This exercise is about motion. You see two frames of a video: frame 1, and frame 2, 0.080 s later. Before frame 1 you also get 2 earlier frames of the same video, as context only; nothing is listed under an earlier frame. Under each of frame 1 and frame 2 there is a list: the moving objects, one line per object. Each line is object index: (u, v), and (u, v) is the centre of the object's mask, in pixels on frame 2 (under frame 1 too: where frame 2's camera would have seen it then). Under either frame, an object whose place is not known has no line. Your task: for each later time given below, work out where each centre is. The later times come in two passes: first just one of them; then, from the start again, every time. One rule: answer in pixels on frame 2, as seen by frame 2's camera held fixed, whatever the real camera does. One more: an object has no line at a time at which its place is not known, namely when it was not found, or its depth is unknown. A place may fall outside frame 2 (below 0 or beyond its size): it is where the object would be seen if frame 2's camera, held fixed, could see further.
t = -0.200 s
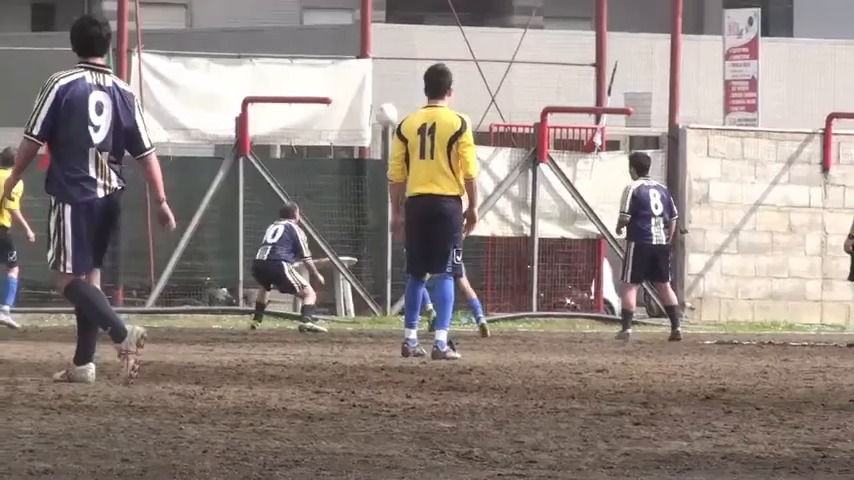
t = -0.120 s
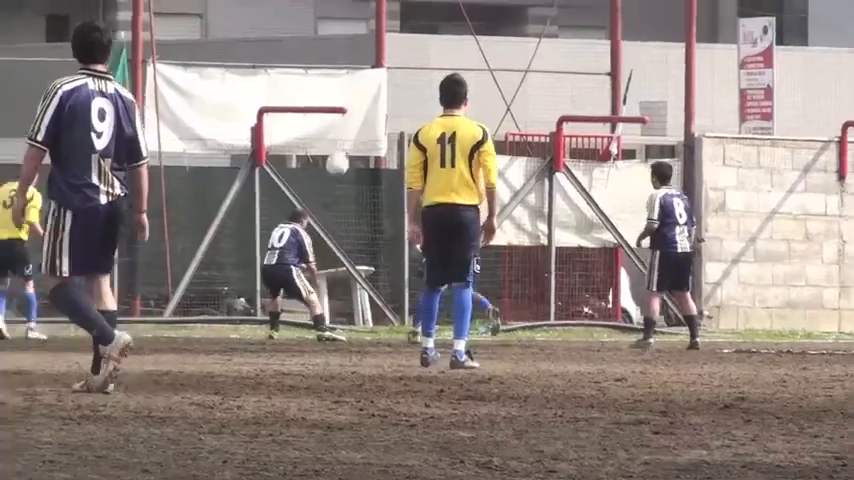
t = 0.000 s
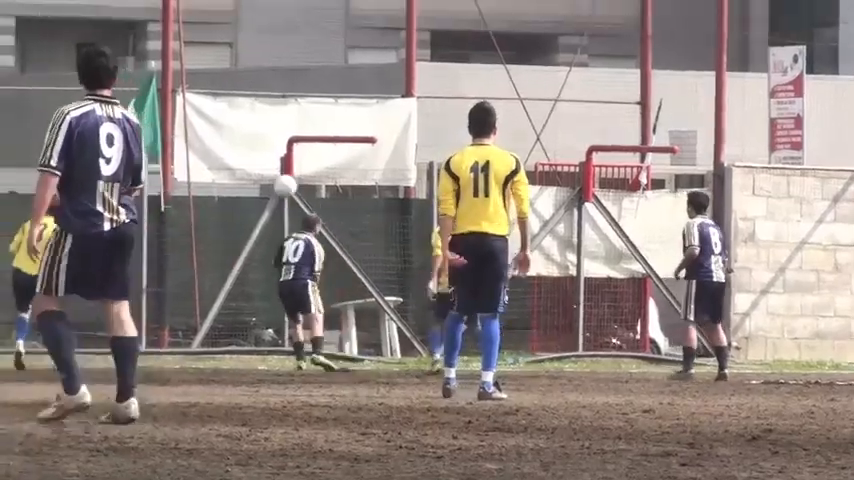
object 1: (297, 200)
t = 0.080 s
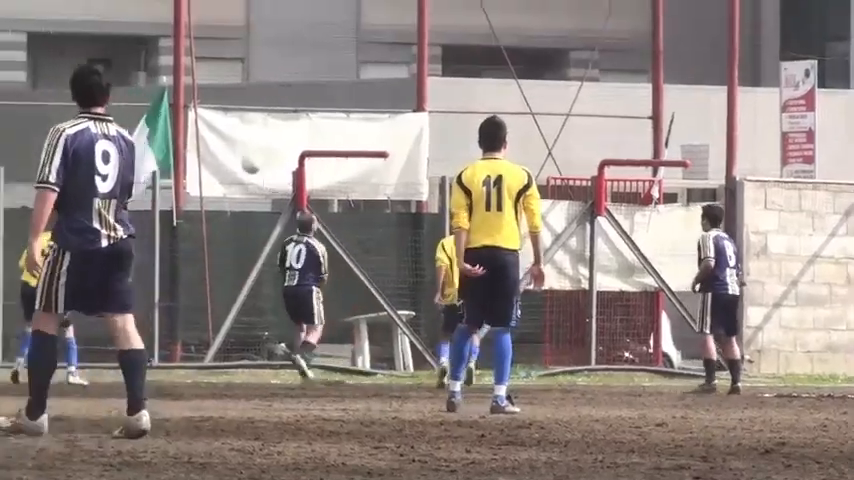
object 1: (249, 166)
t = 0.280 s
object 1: (132, 94)
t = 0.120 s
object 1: (225, 149)
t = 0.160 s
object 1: (203, 137)
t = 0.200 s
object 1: (181, 118)
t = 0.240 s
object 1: (157, 106)
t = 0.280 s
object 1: (132, 94)
